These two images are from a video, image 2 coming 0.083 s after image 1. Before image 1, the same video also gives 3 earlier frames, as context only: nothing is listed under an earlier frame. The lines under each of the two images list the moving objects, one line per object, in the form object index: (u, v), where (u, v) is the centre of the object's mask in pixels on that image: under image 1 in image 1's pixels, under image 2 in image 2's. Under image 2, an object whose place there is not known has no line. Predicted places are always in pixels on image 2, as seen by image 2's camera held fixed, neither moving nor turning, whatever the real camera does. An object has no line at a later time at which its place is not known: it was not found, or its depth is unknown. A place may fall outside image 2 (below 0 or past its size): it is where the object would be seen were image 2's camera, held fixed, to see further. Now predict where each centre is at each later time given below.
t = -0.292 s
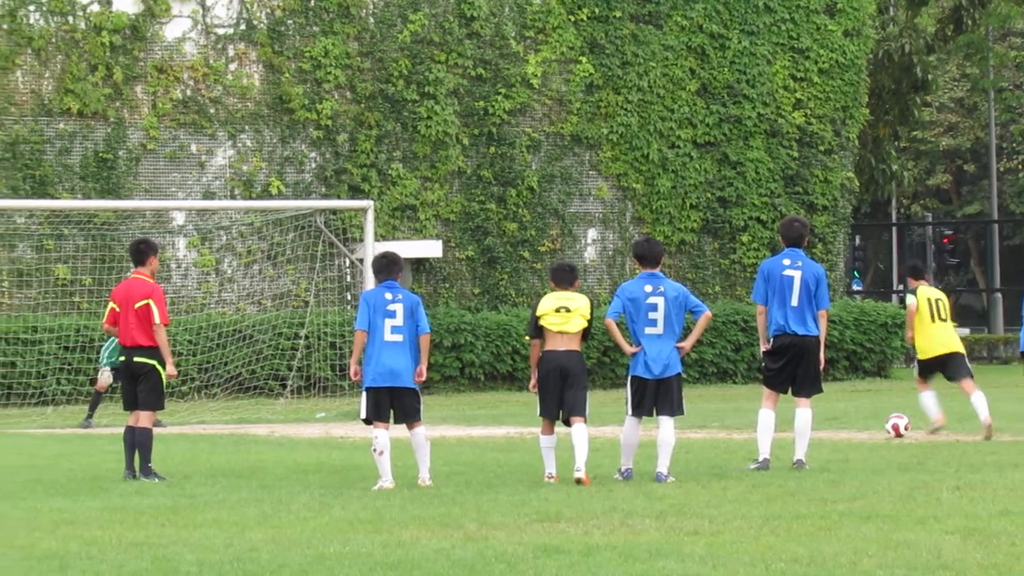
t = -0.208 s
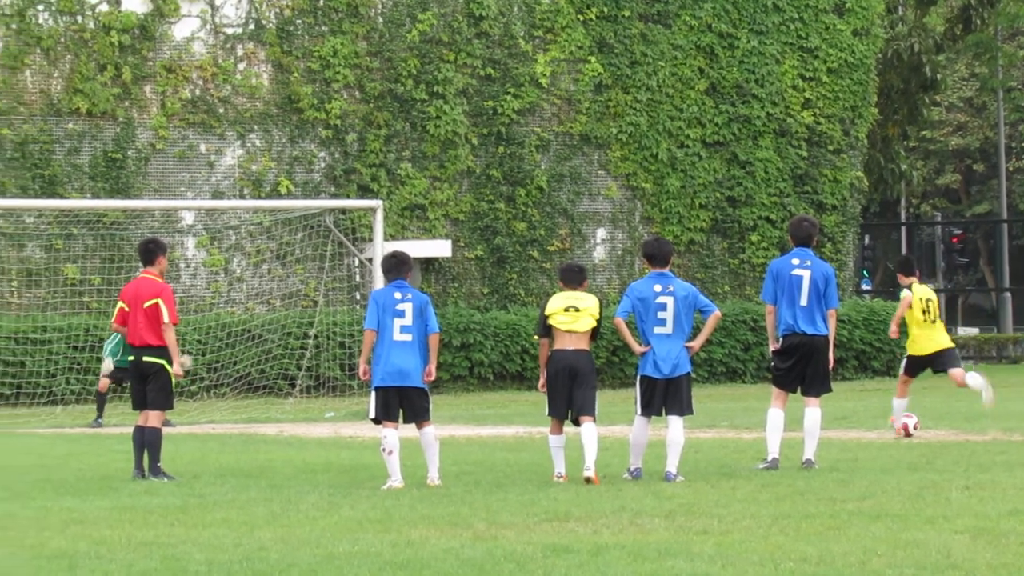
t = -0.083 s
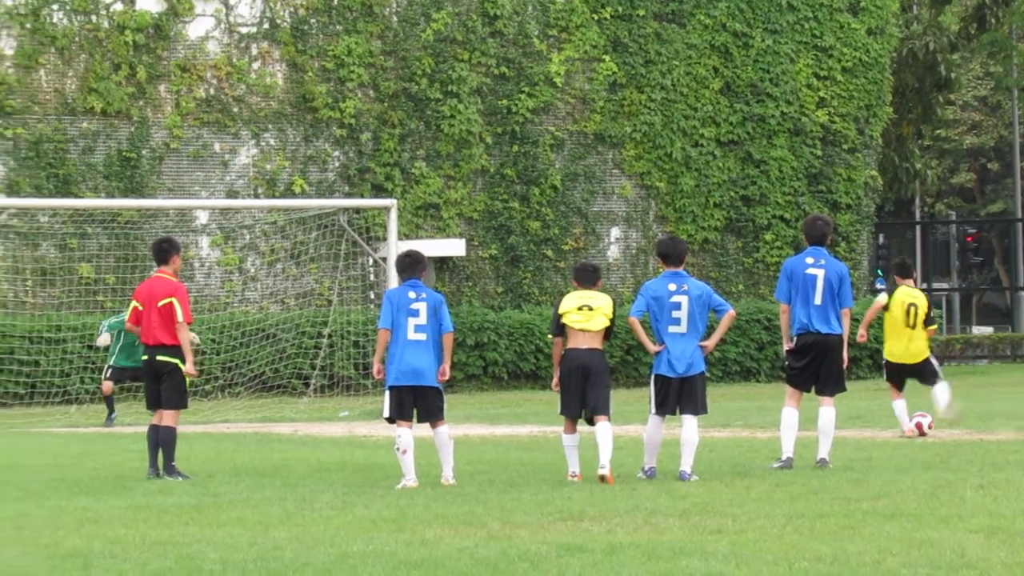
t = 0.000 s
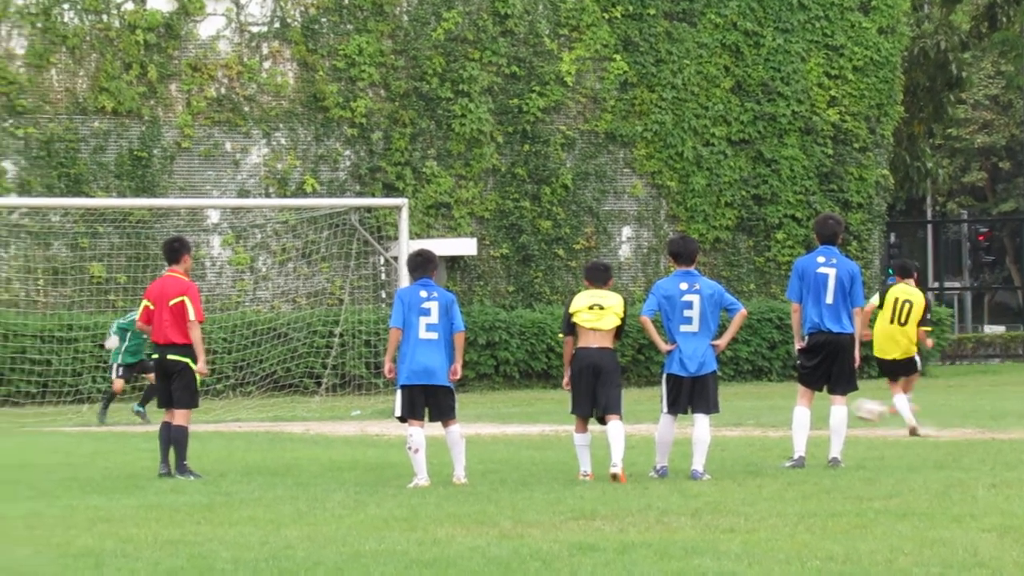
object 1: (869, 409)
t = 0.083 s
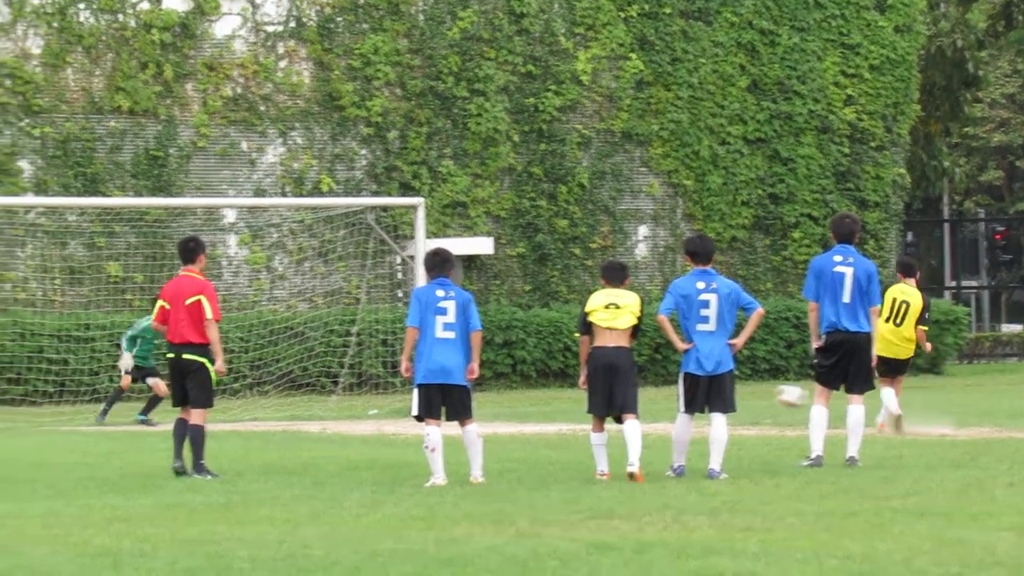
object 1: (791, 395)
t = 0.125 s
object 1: (750, 391)
